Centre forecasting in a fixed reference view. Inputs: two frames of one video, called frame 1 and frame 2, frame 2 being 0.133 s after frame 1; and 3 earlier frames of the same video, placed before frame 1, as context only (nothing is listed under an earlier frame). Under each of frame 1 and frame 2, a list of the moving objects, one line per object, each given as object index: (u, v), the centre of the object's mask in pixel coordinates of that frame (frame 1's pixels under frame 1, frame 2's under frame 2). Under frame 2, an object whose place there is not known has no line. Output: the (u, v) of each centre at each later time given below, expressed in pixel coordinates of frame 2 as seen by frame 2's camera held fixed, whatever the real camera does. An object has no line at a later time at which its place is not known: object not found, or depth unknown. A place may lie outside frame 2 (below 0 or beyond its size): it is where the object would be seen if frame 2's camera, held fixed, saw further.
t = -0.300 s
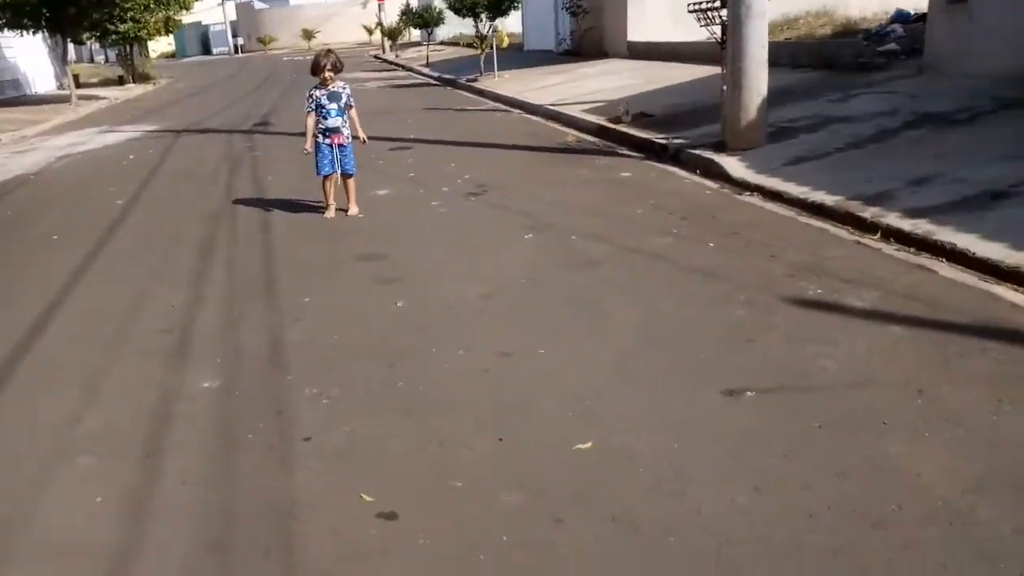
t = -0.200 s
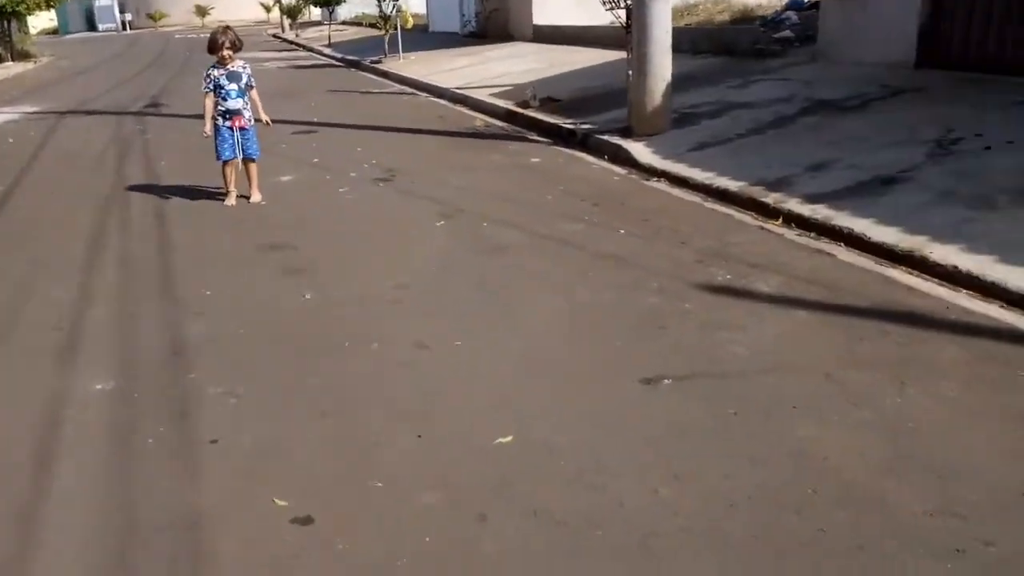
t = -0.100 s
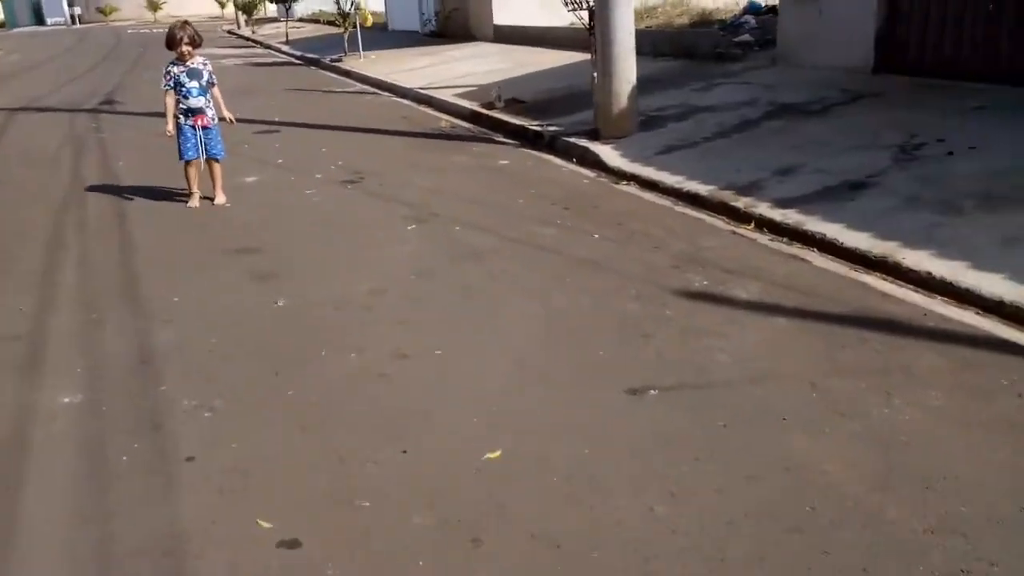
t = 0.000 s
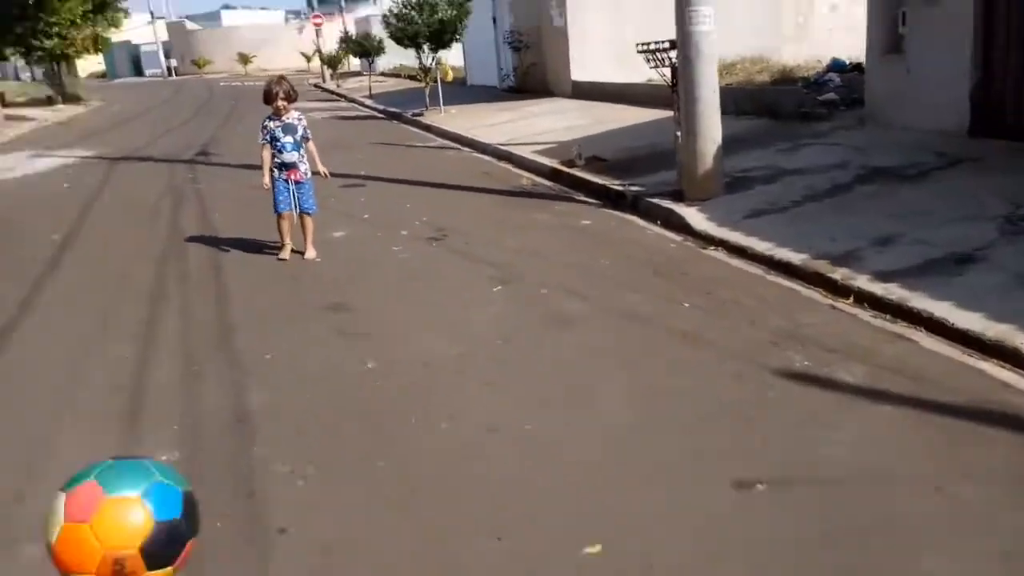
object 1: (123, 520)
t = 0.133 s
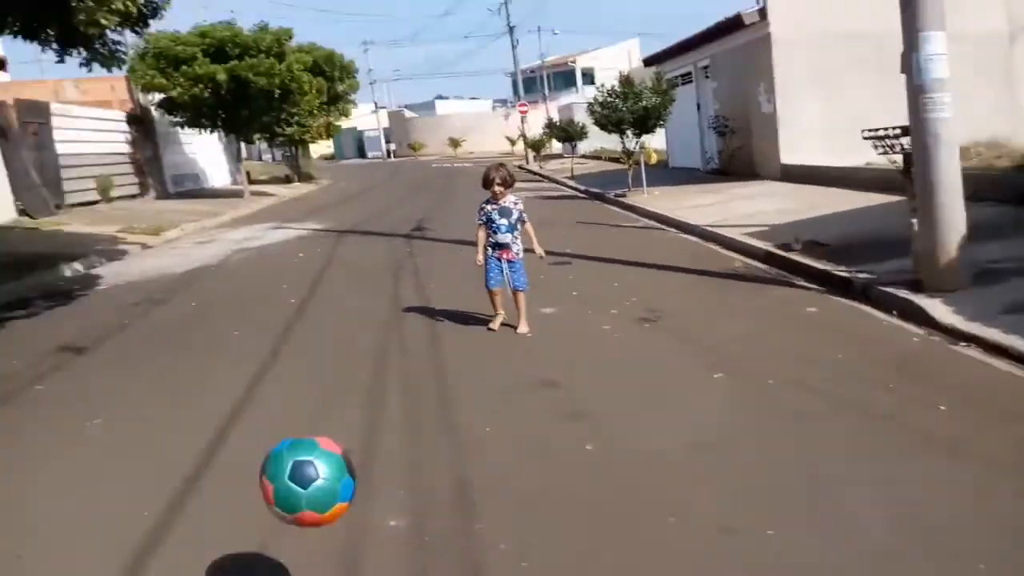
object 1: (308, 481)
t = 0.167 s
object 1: (299, 476)
